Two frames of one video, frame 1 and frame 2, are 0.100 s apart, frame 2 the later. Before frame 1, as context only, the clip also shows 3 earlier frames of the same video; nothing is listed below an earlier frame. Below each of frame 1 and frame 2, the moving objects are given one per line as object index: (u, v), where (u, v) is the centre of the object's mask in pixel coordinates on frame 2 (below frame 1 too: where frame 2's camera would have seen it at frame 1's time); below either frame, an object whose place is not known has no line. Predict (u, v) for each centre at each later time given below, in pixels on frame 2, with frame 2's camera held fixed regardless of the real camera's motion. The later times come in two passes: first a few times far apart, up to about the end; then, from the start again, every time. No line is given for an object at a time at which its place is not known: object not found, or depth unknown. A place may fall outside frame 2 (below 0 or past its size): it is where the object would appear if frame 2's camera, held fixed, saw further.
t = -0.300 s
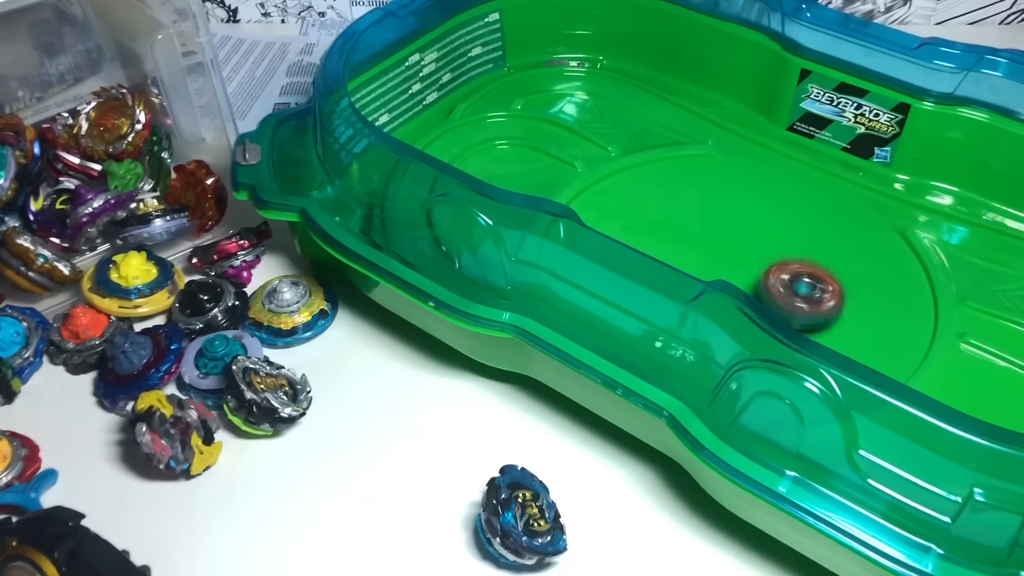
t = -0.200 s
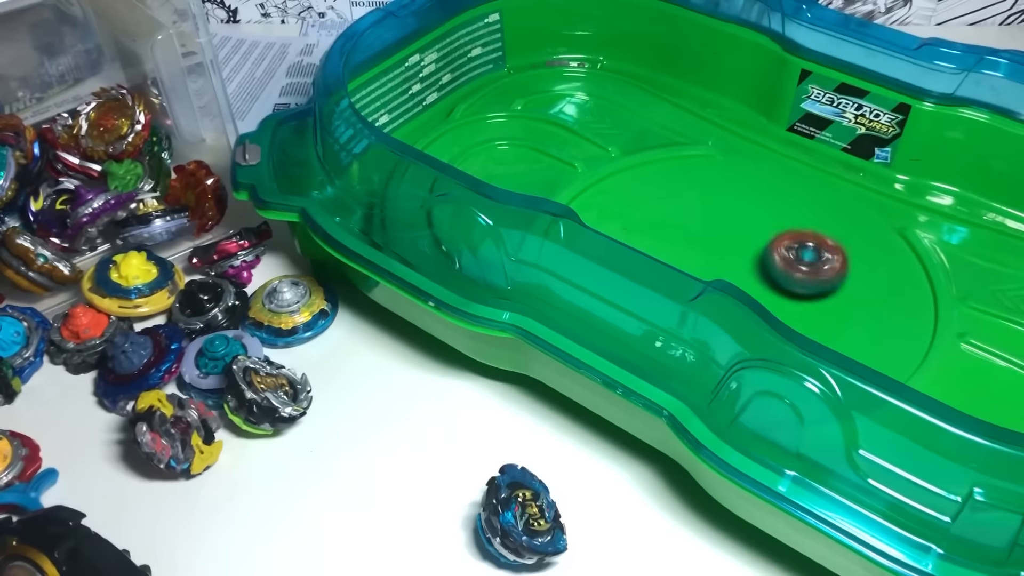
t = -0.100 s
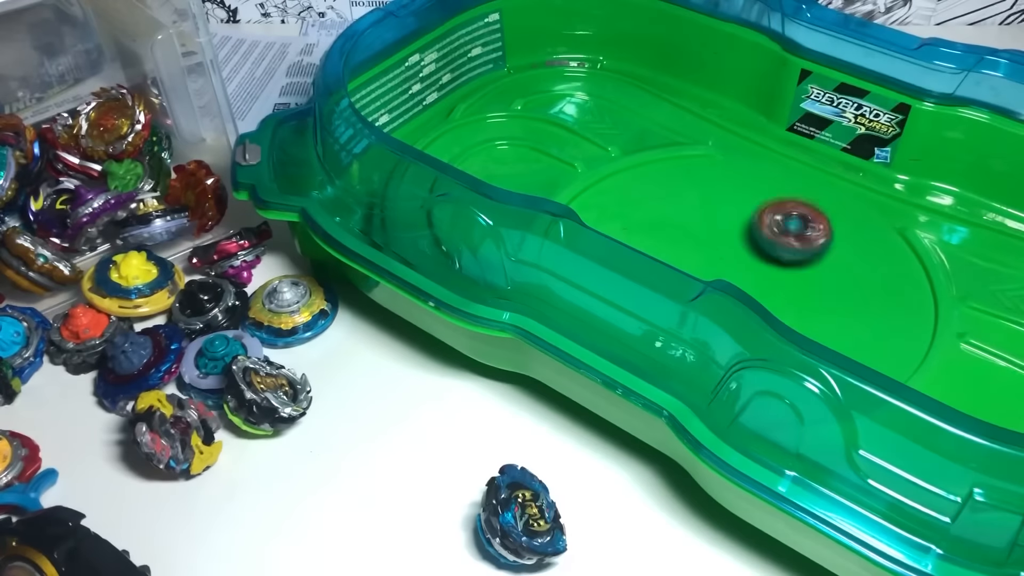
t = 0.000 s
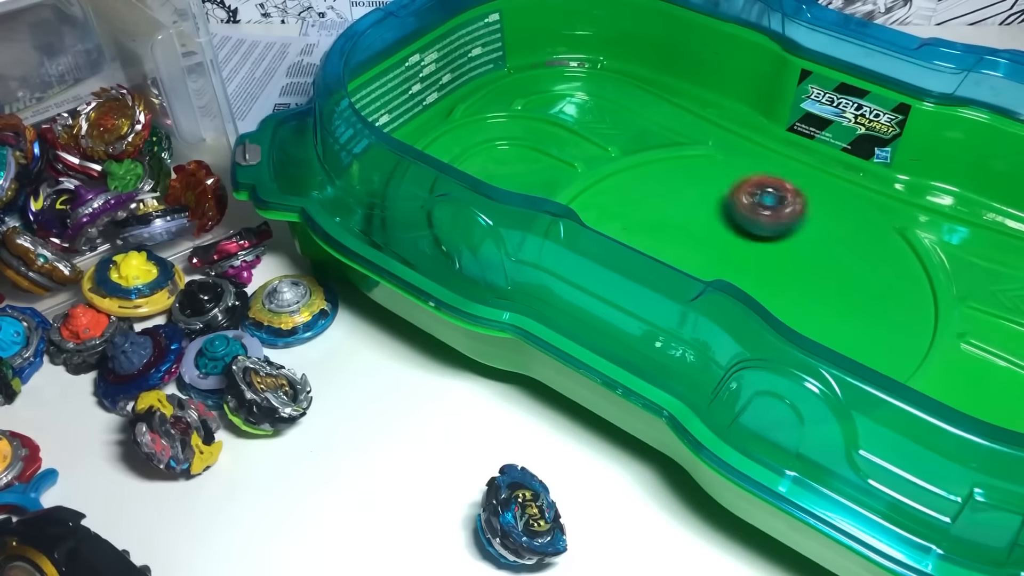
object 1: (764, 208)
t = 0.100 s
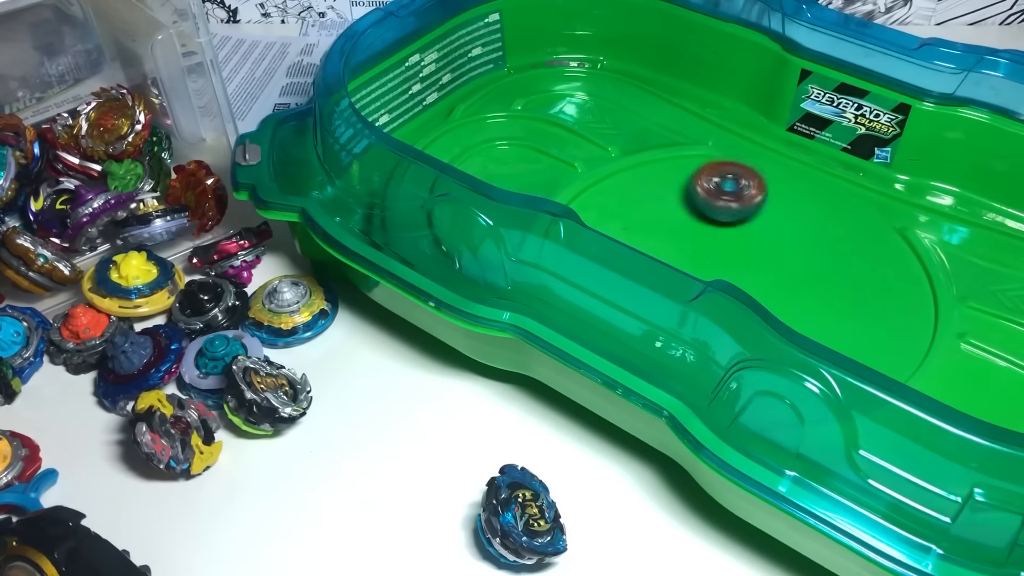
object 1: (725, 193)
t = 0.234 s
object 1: (677, 204)
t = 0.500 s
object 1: (677, 284)
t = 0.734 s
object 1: (772, 328)
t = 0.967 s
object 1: (847, 298)
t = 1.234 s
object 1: (771, 236)
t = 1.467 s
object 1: (670, 229)
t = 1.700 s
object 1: (632, 276)
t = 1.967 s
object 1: (729, 317)
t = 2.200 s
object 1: (810, 275)
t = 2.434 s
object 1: (796, 218)
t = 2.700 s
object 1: (704, 228)
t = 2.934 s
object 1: (679, 287)
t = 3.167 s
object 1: (730, 337)
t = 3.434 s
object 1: (801, 297)
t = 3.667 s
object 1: (758, 237)
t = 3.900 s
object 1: (684, 209)
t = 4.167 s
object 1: (666, 260)
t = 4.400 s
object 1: (742, 303)
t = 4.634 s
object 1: (826, 293)
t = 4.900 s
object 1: (786, 245)
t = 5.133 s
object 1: (708, 251)
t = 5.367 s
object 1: (666, 289)
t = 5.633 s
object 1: (735, 312)
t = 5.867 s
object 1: (763, 264)
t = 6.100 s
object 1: (730, 221)
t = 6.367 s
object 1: (689, 244)
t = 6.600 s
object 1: (736, 287)
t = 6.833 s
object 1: (804, 290)
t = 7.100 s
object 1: (775, 255)
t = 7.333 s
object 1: (711, 262)
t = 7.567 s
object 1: (698, 297)
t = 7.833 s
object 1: (748, 299)
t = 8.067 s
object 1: (750, 256)
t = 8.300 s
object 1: (704, 236)
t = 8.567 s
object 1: (700, 266)
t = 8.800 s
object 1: (752, 282)
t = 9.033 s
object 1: (781, 265)
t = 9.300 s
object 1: (754, 250)
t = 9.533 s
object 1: (720, 260)
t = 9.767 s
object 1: (723, 286)
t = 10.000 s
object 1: (742, 296)
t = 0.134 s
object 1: (711, 193)
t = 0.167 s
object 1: (698, 195)
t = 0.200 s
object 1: (686, 199)
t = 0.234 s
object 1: (677, 204)
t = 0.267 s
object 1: (668, 211)
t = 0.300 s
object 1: (661, 220)
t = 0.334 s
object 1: (658, 230)
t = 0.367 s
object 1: (657, 241)
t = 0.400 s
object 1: (659, 252)
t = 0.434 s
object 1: (665, 261)
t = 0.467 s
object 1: (672, 267)
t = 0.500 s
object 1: (677, 284)
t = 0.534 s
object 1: (686, 294)
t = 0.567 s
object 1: (697, 303)
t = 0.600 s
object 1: (710, 312)
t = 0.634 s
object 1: (726, 319)
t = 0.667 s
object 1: (740, 324)
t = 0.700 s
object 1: (755, 327)
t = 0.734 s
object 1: (772, 328)
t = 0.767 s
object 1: (789, 329)
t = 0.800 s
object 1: (805, 329)
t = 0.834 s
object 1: (818, 328)
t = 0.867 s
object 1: (831, 324)
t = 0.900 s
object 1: (841, 315)
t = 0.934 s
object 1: (845, 308)
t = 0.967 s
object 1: (847, 298)
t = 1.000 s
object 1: (847, 289)
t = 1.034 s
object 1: (843, 279)
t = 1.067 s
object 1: (834, 269)
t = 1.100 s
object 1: (823, 260)
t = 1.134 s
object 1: (811, 253)
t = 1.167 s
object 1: (798, 247)
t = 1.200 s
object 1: (786, 241)
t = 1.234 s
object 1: (771, 236)
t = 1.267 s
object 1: (755, 232)
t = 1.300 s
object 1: (739, 230)
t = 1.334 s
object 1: (726, 228)
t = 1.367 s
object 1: (712, 227)
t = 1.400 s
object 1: (698, 227)
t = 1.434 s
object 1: (684, 227)
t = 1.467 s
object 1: (670, 229)
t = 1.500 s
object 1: (658, 232)
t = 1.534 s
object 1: (649, 237)
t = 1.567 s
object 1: (640, 242)
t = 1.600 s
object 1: (634, 247)
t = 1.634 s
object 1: (627, 258)
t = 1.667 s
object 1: (627, 267)
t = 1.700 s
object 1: (632, 276)
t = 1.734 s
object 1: (637, 284)
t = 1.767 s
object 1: (644, 294)
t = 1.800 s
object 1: (656, 303)
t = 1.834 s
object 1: (671, 310)
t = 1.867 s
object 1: (686, 315)
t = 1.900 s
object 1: (701, 316)
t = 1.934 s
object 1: (717, 316)
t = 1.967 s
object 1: (729, 317)
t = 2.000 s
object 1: (748, 313)
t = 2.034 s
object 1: (763, 309)
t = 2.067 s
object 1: (773, 304)
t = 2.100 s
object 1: (785, 298)
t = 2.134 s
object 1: (798, 289)
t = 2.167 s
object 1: (805, 284)
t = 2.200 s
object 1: (810, 275)
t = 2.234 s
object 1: (814, 267)
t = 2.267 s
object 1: (817, 259)
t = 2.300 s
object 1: (819, 250)
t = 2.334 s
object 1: (817, 240)
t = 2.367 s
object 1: (811, 231)
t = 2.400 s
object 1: (804, 224)
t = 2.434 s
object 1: (796, 218)
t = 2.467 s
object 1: (785, 212)
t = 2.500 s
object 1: (771, 208)
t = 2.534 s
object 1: (758, 208)
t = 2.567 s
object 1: (747, 209)
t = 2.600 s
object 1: (734, 211)
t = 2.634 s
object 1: (722, 215)
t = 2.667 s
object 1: (711, 221)
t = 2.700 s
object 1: (704, 228)
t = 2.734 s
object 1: (697, 235)
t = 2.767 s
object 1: (691, 242)
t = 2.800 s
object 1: (685, 250)
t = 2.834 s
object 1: (682, 259)
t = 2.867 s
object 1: (683, 268)
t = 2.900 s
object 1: (679, 278)
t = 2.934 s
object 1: (679, 287)
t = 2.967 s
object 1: (682, 297)
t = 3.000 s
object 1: (687, 306)
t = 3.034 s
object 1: (692, 313)
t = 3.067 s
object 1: (699, 325)
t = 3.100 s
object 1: (709, 331)
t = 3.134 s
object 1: (719, 334)
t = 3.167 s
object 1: (730, 337)
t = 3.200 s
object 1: (748, 340)
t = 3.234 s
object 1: (762, 340)
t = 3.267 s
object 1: (776, 334)
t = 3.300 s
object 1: (786, 327)
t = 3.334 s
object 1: (793, 324)
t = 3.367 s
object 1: (799, 317)
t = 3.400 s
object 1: (800, 308)
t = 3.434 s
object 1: (801, 297)
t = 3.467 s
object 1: (799, 288)
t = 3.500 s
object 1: (796, 279)
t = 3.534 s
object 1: (789, 269)
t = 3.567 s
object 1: (782, 262)
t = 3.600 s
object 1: (777, 253)
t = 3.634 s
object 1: (768, 245)
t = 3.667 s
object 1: (758, 237)
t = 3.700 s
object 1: (750, 231)
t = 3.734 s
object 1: (741, 224)
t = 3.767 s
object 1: (729, 218)
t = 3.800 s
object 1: (717, 214)
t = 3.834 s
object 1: (708, 212)
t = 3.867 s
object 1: (696, 209)
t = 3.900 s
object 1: (684, 209)
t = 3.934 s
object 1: (674, 211)
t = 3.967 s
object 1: (667, 214)
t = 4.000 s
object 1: (659, 219)
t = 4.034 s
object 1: (654, 227)
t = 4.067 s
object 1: (655, 235)
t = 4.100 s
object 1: (655, 243)
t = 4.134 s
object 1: (659, 252)
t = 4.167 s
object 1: (666, 260)
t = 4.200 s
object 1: (674, 265)
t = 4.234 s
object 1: (681, 276)
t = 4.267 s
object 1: (693, 285)
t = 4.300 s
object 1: (705, 290)
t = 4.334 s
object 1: (716, 294)
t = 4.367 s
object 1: (728, 299)
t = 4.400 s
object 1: (742, 303)
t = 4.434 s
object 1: (756, 304)
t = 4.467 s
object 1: (768, 307)
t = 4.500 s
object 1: (783, 308)
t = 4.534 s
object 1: (796, 305)
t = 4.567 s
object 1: (805, 304)
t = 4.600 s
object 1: (818, 299)
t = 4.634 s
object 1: (826, 293)
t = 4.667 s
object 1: (829, 287)
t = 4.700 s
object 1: (832, 281)
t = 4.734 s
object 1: (832, 273)
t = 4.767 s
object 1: (826, 265)
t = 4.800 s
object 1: (819, 259)
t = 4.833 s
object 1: (812, 253)
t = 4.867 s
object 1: (799, 248)
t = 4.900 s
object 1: (786, 245)
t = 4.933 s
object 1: (776, 243)
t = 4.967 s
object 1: (761, 242)
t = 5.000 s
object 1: (749, 243)
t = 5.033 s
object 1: (739, 244)
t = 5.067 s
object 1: (727, 246)
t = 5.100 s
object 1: (715, 248)
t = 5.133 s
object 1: (708, 251)
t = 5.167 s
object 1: (697, 254)
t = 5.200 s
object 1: (687, 260)
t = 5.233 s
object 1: (683, 263)
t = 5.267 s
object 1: (676, 266)
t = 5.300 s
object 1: (668, 278)
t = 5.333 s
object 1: (666, 283)
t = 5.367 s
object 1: (666, 289)
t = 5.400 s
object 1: (670, 297)
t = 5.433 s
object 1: (676, 304)
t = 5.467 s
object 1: (681, 310)
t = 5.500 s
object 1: (690, 315)
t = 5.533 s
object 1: (703, 317)
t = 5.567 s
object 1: (714, 317)
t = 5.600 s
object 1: (725, 317)
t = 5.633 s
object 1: (735, 312)
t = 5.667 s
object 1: (742, 307)
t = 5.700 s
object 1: (752, 302)
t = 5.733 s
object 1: (756, 294)
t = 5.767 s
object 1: (758, 287)
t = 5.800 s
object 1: (764, 278)
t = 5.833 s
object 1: (764, 270)
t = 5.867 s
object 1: (763, 264)
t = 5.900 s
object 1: (761, 257)
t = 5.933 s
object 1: (758, 250)
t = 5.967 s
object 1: (755, 244)
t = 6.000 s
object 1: (751, 236)
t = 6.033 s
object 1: (744, 231)
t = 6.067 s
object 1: (739, 227)
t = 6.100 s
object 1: (730, 221)
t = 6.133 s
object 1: (721, 219)
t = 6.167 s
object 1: (714, 218)
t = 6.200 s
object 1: (705, 219)
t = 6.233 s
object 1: (698, 222)
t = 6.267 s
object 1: (693, 226)
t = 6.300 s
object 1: (689, 232)
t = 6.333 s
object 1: (690, 238)
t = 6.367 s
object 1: (689, 244)
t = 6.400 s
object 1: (691, 253)
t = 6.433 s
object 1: (696, 257)
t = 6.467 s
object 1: (701, 267)
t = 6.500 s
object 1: (709, 273)
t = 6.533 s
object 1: (716, 277)
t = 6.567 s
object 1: (726, 284)
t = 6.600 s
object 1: (736, 287)
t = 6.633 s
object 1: (743, 291)
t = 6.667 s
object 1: (757, 294)
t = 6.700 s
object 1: (765, 295)
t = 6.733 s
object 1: (775, 296)
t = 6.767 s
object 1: (788, 295)
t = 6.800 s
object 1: (796, 292)
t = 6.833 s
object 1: (804, 290)
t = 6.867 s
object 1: (807, 285)
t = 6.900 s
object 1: (809, 282)
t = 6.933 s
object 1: (810, 275)
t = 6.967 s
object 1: (804, 270)
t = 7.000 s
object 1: (801, 266)
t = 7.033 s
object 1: (792, 261)
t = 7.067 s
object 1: (785, 259)
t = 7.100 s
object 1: (775, 255)
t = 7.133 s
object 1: (764, 254)
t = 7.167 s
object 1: (756, 253)
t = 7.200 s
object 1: (745, 254)
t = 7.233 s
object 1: (738, 255)
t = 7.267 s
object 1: (727, 255)
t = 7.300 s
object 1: (720, 258)
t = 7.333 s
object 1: (711, 262)
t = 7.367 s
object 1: (704, 268)
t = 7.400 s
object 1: (701, 271)
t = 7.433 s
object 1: (696, 275)
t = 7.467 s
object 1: (698, 279)
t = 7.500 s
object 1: (693, 287)
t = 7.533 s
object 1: (695, 293)
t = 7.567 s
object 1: (698, 297)
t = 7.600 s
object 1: (703, 303)
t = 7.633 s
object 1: (709, 305)
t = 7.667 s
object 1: (715, 308)
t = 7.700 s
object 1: (724, 308)
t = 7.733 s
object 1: (729, 307)
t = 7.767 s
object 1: (737, 305)
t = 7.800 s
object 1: (740, 302)
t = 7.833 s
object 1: (748, 299)
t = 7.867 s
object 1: (751, 293)
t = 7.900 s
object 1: (755, 288)
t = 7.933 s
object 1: (756, 281)
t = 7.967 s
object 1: (759, 273)
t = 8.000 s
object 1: (757, 266)
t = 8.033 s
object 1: (753, 262)
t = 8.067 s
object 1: (750, 256)
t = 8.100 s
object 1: (744, 252)
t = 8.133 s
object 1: (740, 247)
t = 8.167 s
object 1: (732, 243)
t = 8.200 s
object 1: (727, 240)
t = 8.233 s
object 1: (718, 237)
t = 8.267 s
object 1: (713, 236)
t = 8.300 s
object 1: (704, 236)
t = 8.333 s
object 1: (700, 238)
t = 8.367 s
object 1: (694, 239)
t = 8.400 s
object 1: (692, 245)
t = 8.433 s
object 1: (689, 247)
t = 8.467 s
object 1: (691, 252)
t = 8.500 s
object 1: (691, 255)
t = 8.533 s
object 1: (696, 262)
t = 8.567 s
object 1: (700, 266)
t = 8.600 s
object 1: (707, 271)
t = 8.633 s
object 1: (711, 273)
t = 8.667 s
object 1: (720, 277)
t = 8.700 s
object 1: (728, 279)
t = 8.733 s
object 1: (736, 281)
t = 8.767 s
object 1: (742, 280)
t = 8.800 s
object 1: (752, 282)
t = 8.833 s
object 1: (759, 279)
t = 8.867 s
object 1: (768, 277)
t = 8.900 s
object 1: (772, 274)
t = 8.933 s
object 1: (778, 273)
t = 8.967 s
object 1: (778, 270)
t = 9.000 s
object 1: (781, 268)
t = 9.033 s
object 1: (781, 265)
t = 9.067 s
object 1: (781, 263)
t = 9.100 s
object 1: (778, 259)
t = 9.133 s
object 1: (778, 258)
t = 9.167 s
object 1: (773, 255)
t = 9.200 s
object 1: (771, 253)
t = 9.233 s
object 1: (764, 251)
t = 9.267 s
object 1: (762, 251)
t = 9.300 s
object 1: (754, 250)
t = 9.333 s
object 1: (749, 250)
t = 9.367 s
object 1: (741, 251)
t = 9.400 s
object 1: (739, 252)
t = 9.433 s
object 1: (733, 253)
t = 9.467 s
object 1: (729, 255)
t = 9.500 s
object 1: (723, 258)
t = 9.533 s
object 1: (720, 260)
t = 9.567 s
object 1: (717, 268)
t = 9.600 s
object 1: (716, 271)
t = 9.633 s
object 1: (716, 276)
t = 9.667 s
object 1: (716, 278)
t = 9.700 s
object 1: (720, 282)
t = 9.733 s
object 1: (719, 284)
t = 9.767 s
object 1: (723, 286)
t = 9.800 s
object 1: (724, 288)
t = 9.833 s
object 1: (728, 290)
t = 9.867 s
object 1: (730, 292)
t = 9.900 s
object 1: (734, 293)
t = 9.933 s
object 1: (737, 295)
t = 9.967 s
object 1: (738, 294)
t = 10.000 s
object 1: (742, 296)
